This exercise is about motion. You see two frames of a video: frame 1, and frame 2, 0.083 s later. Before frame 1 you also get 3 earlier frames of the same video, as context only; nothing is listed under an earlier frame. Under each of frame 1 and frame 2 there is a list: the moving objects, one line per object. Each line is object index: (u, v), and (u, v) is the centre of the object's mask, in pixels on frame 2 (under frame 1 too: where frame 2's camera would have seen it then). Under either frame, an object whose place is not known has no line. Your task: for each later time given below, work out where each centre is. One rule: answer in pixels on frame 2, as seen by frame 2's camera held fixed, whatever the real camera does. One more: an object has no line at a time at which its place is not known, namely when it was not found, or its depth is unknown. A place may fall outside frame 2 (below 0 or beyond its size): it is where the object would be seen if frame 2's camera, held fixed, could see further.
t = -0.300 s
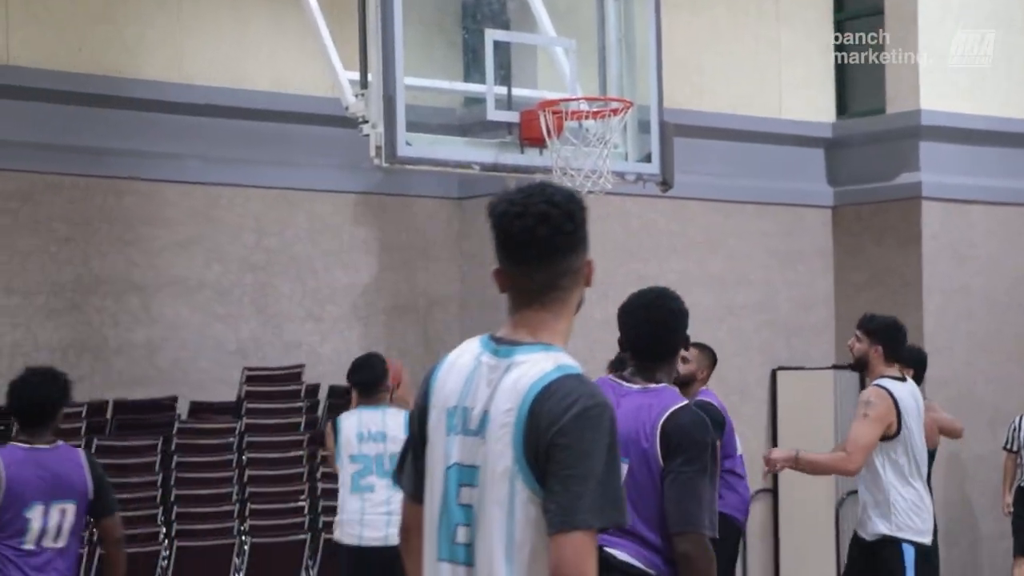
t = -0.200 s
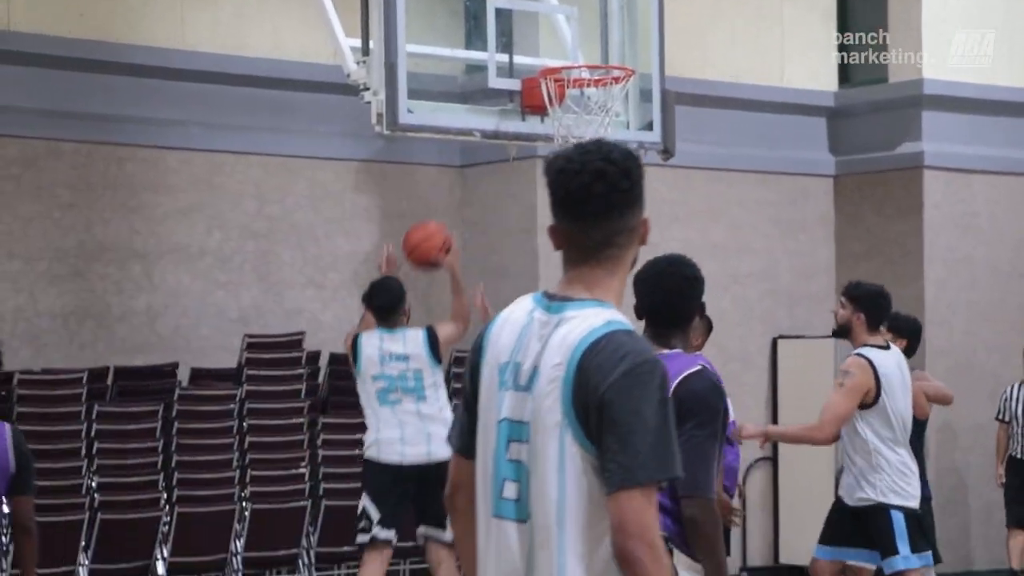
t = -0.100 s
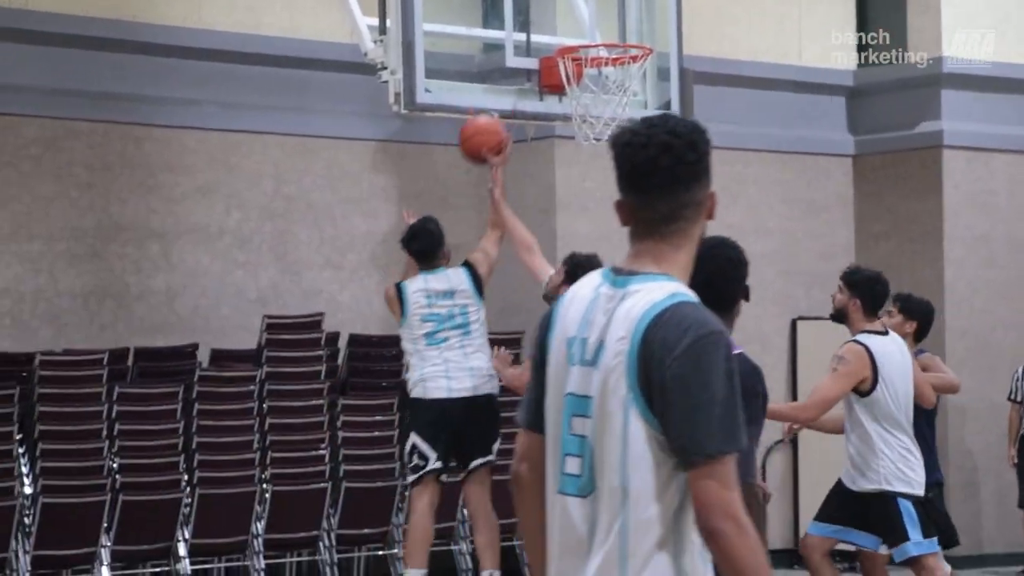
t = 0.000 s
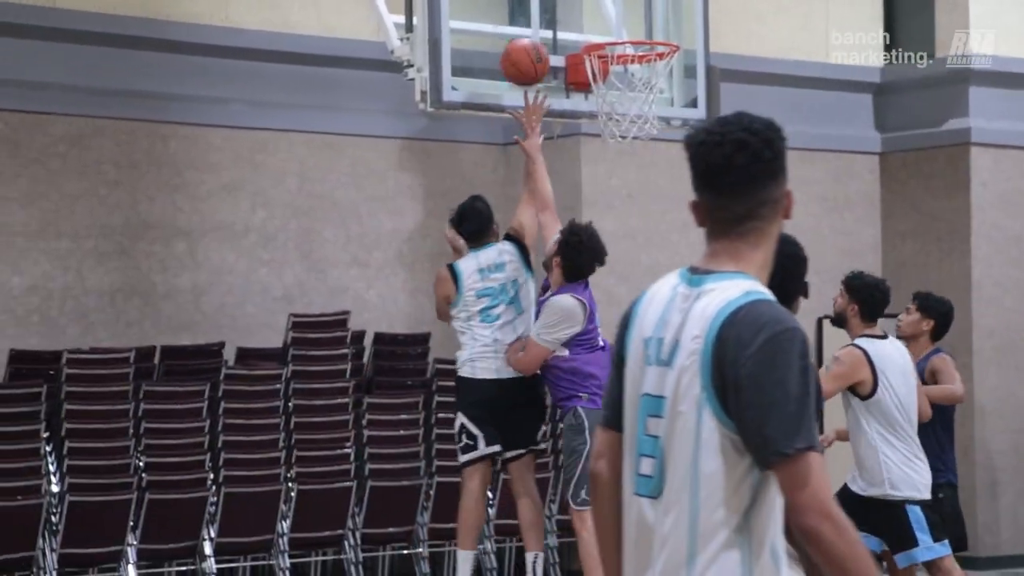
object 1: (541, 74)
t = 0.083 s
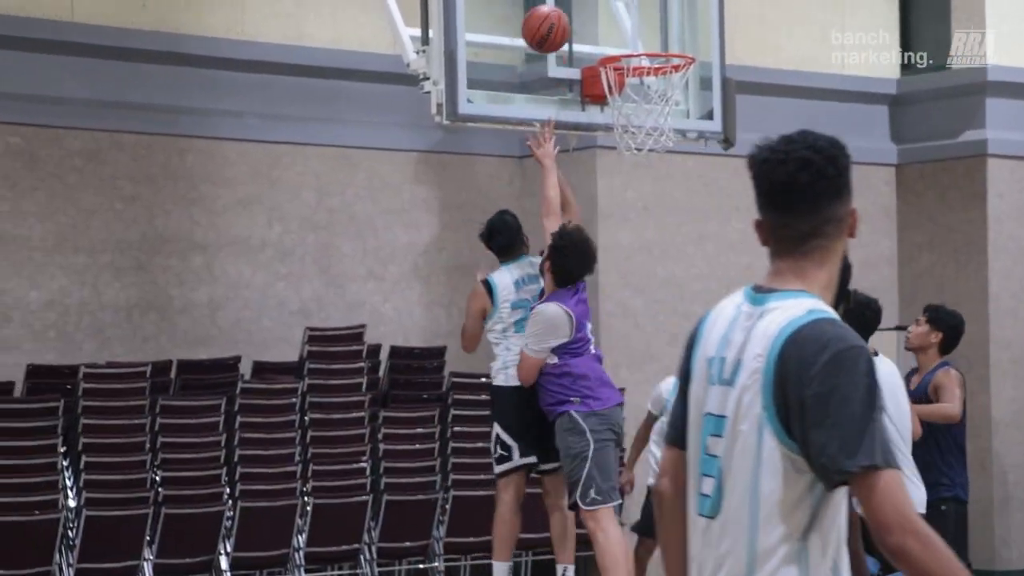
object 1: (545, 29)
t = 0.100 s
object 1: (546, 22)
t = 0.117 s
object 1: (549, 17)
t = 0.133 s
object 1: (554, 15)
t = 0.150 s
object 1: (558, 13)
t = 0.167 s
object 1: (563, 12)
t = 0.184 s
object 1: (568, 11)
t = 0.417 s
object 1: (629, 26)
